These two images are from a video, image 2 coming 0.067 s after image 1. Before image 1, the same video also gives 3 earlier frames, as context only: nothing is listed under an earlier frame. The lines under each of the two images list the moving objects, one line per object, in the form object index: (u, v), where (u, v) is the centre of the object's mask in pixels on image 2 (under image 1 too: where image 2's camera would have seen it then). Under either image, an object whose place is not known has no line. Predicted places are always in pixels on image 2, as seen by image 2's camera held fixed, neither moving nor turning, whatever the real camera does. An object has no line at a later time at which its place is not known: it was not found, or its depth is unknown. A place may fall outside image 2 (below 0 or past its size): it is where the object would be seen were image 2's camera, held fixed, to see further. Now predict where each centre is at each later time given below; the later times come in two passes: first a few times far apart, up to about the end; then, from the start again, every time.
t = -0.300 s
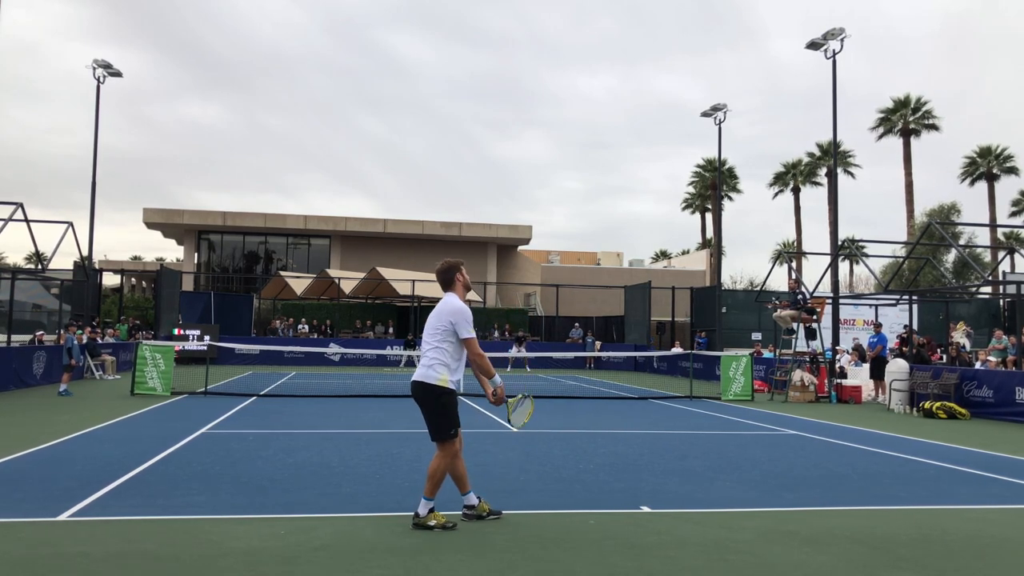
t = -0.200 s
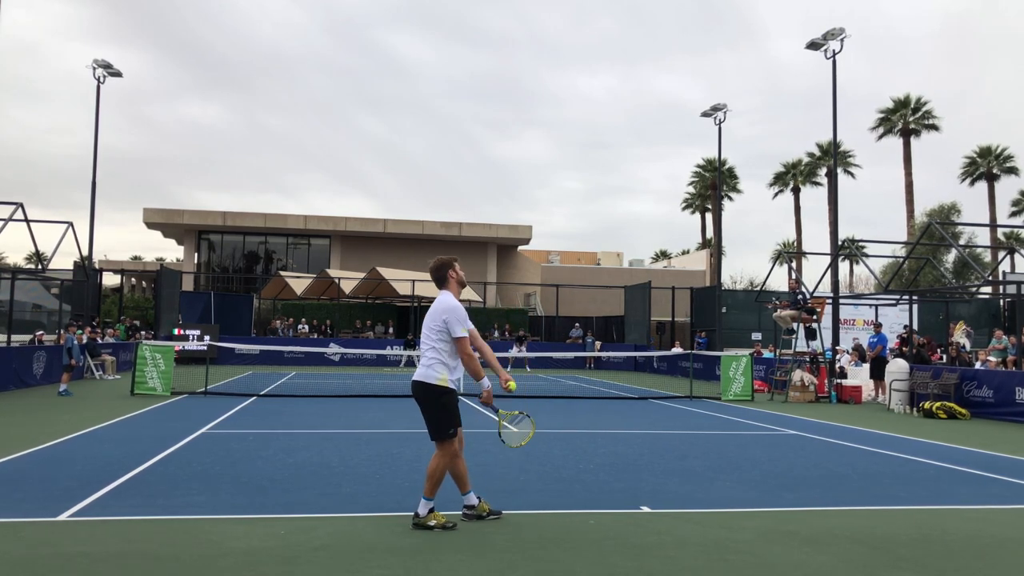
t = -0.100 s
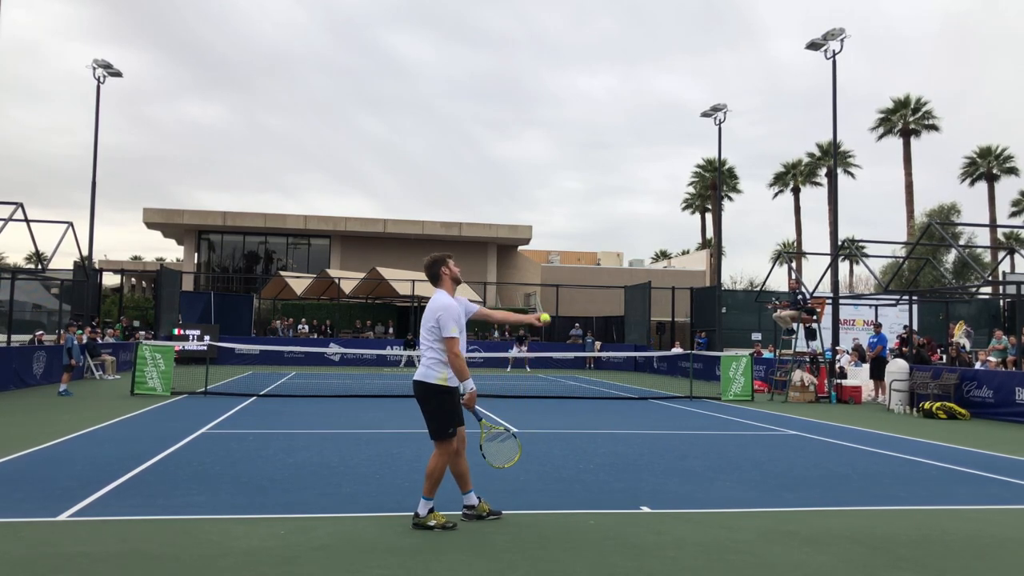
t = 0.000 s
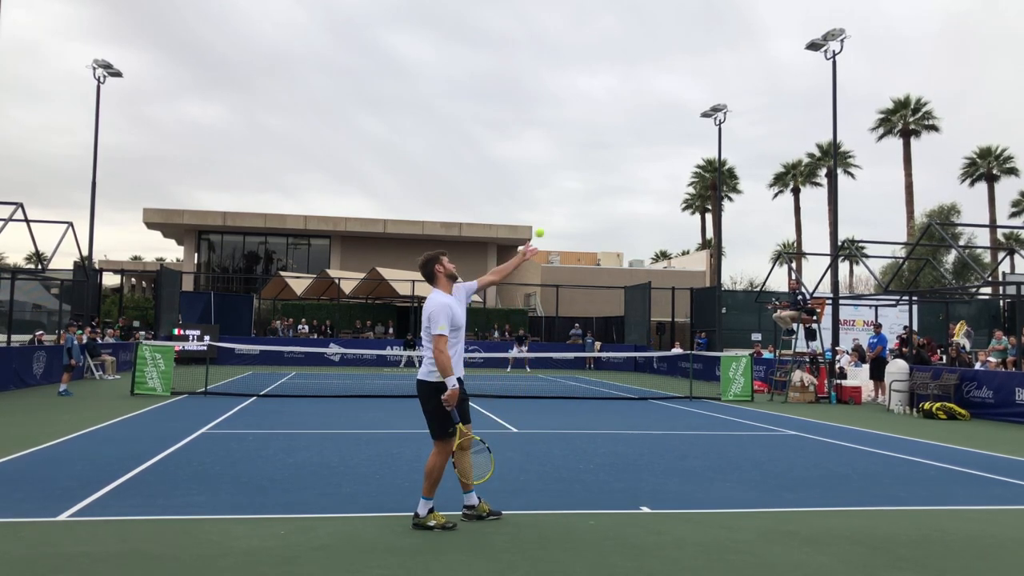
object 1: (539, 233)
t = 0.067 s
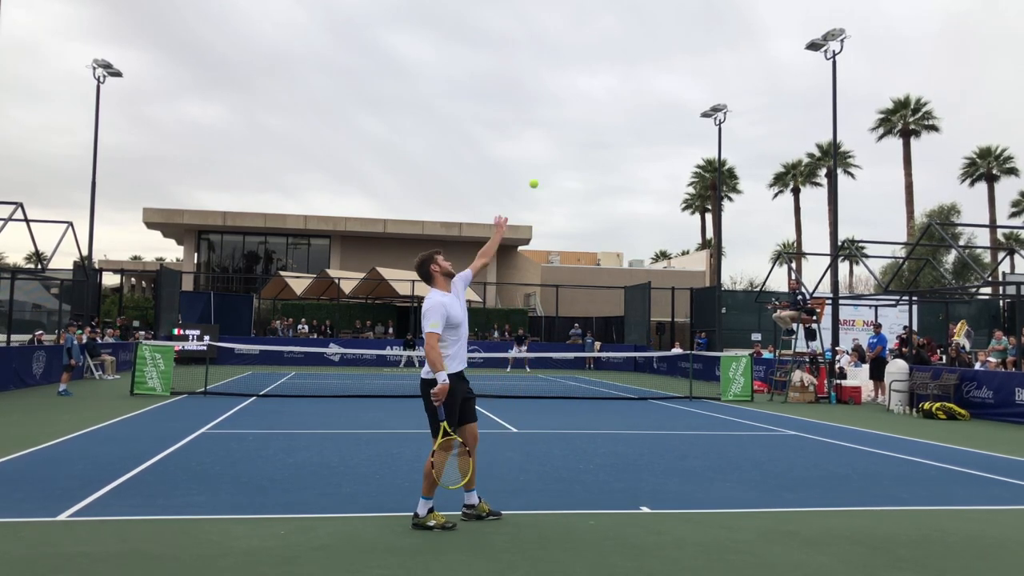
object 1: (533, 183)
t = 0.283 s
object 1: (515, 69)
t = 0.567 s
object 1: (490, 17)
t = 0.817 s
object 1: (466, 55)
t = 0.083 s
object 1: (532, 172)
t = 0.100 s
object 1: (530, 162)
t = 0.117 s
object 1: (529, 151)
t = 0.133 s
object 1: (528, 141)
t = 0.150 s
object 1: (526, 132)
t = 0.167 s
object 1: (524, 122)
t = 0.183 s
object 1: (523, 114)
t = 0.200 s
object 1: (522, 105)
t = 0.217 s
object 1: (520, 97)
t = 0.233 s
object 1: (519, 90)
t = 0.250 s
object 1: (518, 82)
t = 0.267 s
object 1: (516, 76)
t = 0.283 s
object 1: (515, 69)
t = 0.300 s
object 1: (513, 63)
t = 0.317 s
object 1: (512, 58)
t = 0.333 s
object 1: (510, 52)
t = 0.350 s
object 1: (509, 47)
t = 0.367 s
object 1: (507, 43)
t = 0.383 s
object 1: (506, 39)
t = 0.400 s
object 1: (504, 35)
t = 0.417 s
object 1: (503, 32)
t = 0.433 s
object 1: (502, 29)
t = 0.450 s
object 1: (500, 26)
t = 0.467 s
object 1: (499, 24)
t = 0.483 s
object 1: (497, 21)
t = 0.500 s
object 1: (496, 20)
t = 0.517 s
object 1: (494, 18)
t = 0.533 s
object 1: (493, 18)
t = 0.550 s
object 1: (491, 17)
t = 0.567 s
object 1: (490, 17)
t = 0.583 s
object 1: (488, 17)
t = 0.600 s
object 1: (487, 18)
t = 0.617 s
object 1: (485, 18)
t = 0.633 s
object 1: (483, 20)
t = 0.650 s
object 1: (482, 21)
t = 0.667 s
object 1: (480, 23)
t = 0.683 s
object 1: (479, 25)
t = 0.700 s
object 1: (477, 28)
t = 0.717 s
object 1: (476, 30)
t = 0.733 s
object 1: (474, 33)
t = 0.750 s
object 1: (473, 37)
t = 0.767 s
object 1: (471, 41)
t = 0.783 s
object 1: (469, 45)
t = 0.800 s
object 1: (468, 50)
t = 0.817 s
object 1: (466, 55)
